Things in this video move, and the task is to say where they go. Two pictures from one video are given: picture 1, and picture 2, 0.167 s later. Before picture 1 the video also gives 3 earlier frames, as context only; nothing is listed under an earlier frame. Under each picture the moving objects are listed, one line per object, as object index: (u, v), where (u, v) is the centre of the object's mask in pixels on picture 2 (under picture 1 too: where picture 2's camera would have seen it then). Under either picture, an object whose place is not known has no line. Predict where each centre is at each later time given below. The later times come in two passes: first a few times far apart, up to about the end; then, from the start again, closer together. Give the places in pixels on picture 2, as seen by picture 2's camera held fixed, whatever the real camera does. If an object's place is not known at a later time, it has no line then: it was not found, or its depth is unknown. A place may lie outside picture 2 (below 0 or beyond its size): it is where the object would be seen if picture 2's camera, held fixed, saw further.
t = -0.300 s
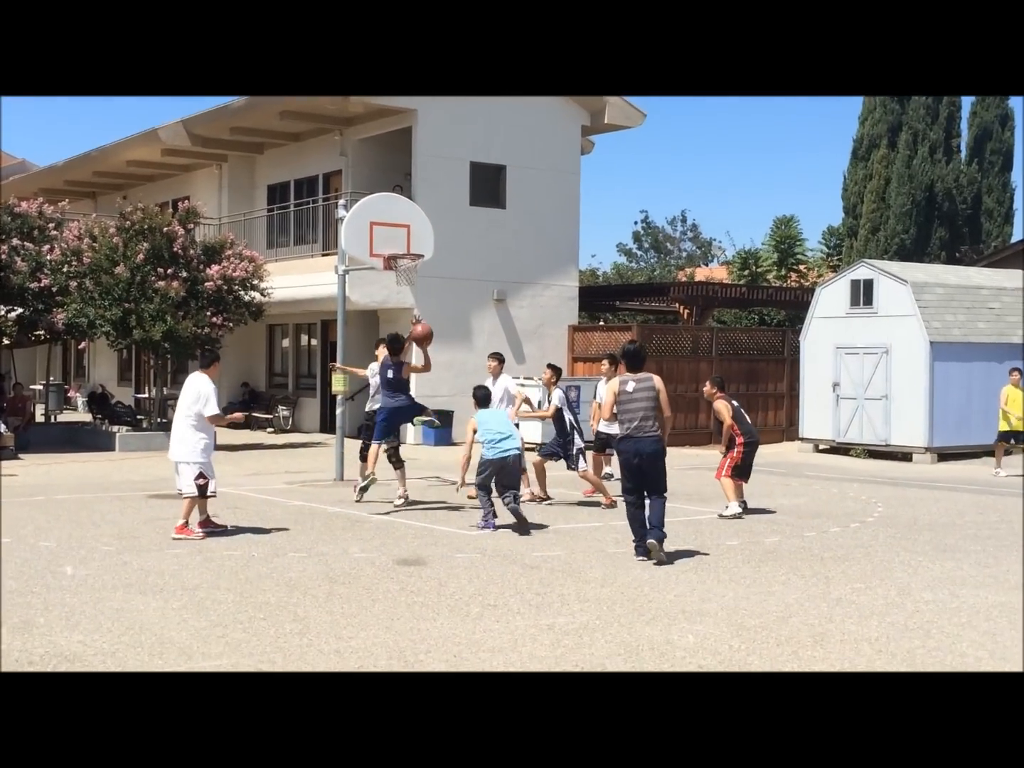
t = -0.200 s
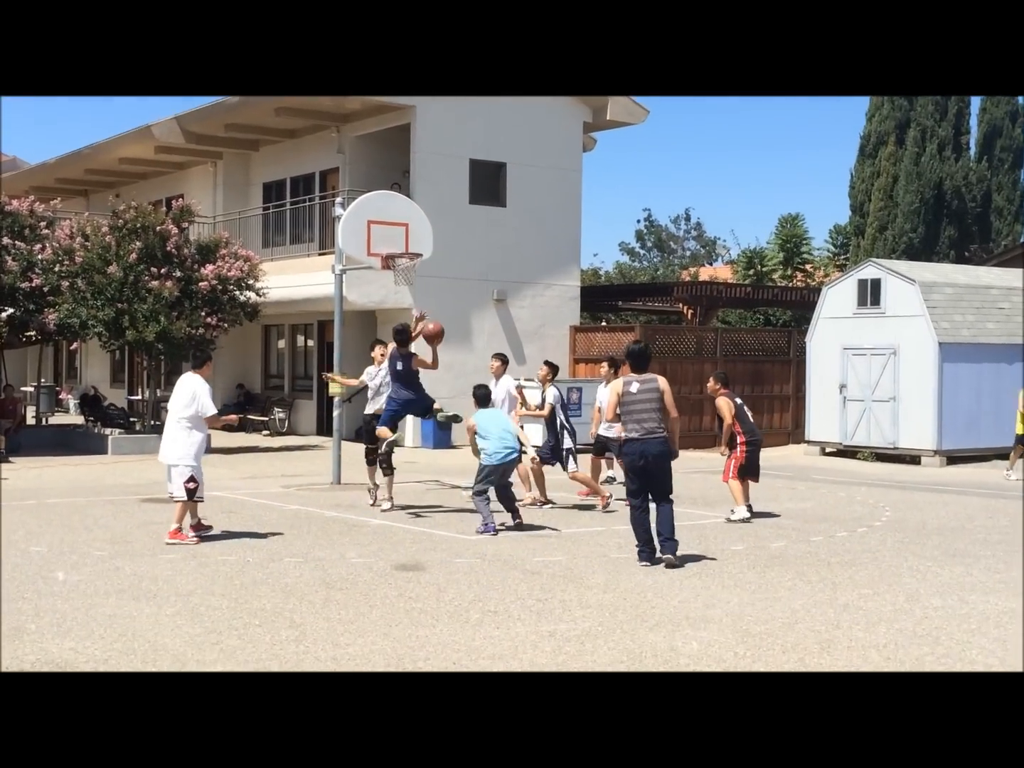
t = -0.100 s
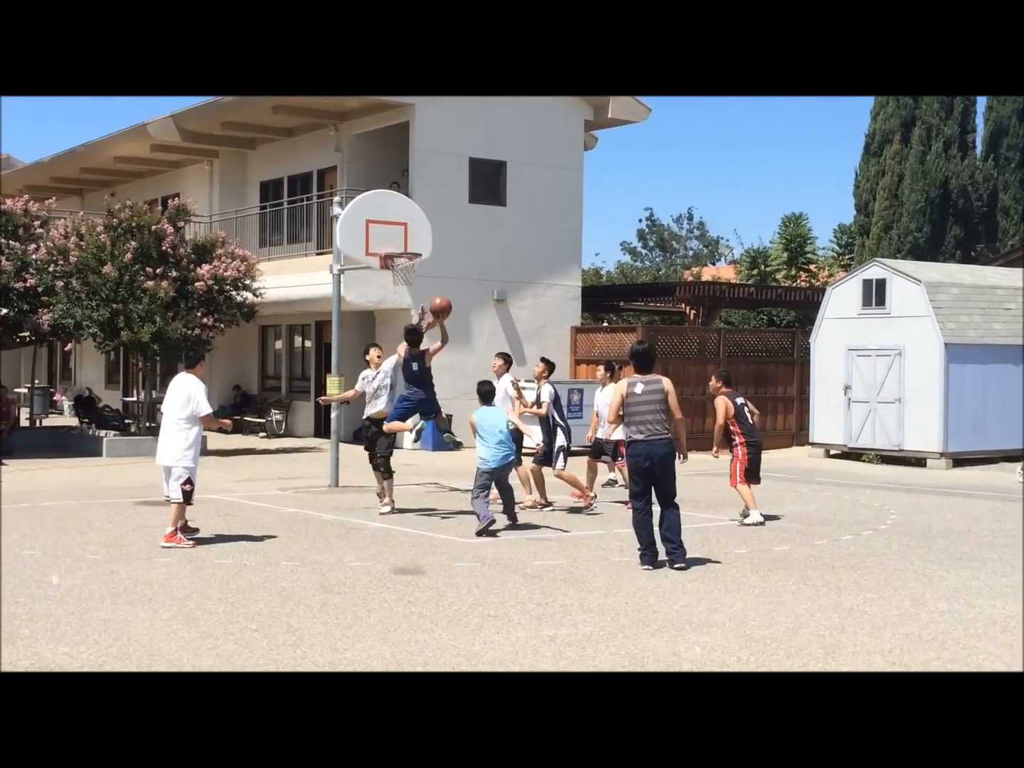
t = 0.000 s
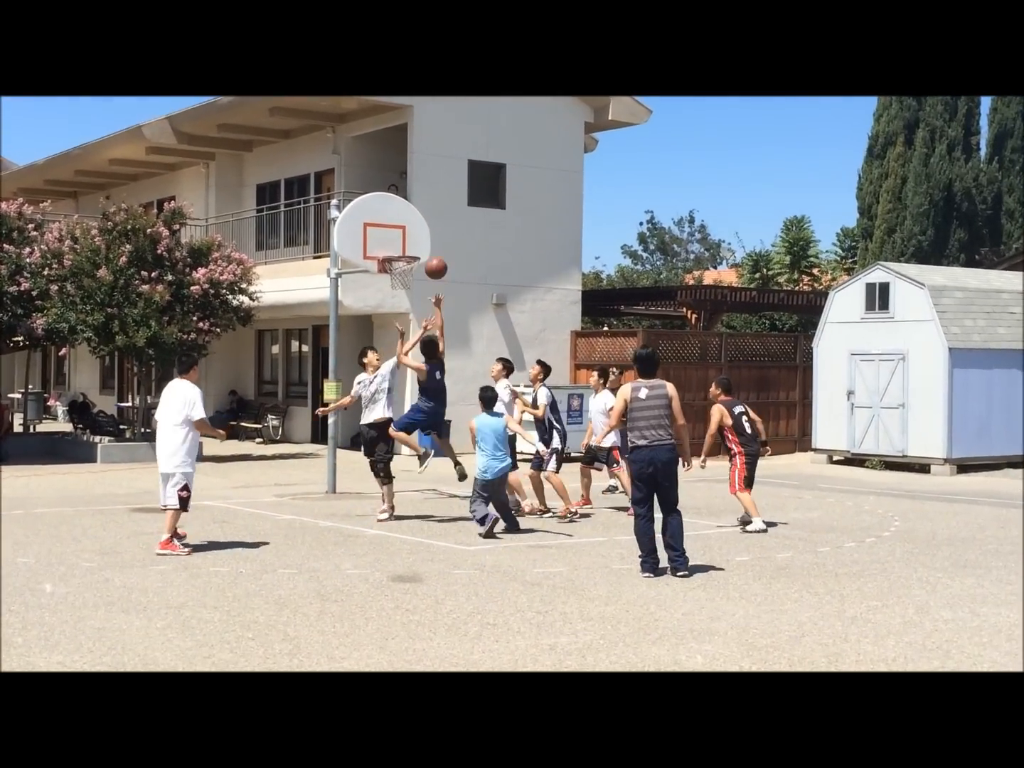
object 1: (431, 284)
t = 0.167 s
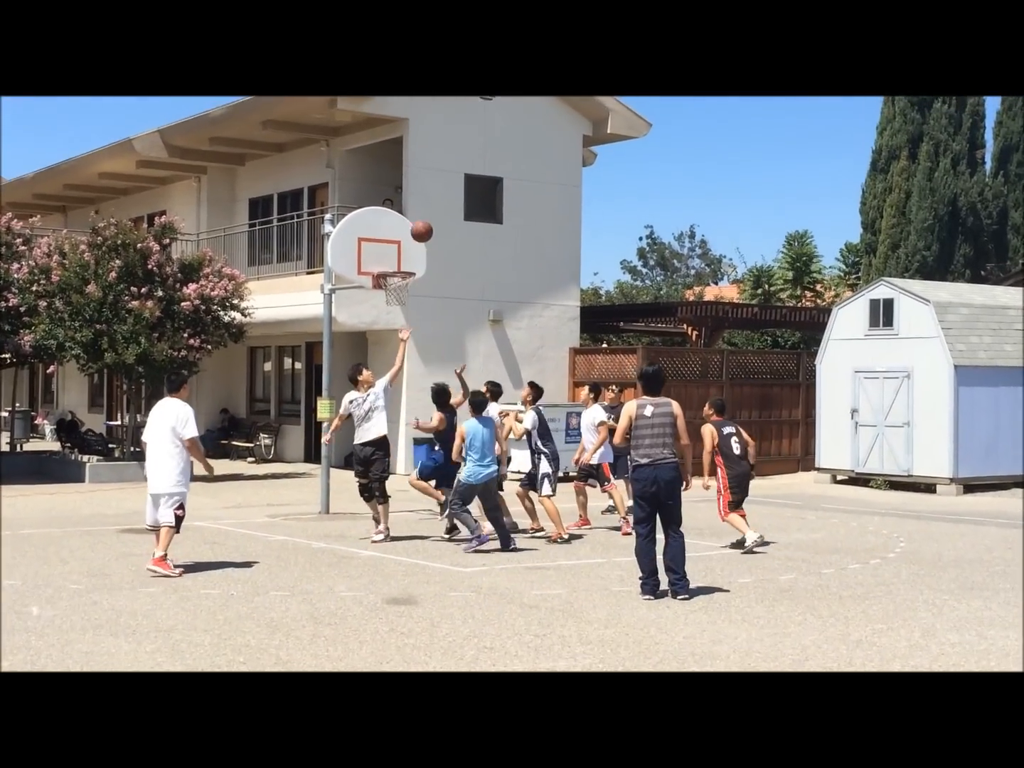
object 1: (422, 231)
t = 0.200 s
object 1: (420, 224)
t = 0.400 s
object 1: (407, 204)
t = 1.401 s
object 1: (432, 263)
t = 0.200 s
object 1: (420, 224)
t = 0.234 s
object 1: (418, 218)
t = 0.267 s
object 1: (416, 213)
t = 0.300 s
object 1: (414, 209)
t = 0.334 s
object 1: (411, 207)
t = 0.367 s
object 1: (410, 205)
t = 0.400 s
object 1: (407, 204)
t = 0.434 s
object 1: (405, 204)
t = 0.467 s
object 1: (404, 205)
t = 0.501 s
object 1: (402, 207)
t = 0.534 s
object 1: (400, 210)
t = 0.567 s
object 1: (398, 214)
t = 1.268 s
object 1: (416, 263)
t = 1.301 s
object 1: (419, 264)
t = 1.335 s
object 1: (424, 263)
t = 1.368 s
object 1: (428, 262)
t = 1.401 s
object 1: (432, 263)
